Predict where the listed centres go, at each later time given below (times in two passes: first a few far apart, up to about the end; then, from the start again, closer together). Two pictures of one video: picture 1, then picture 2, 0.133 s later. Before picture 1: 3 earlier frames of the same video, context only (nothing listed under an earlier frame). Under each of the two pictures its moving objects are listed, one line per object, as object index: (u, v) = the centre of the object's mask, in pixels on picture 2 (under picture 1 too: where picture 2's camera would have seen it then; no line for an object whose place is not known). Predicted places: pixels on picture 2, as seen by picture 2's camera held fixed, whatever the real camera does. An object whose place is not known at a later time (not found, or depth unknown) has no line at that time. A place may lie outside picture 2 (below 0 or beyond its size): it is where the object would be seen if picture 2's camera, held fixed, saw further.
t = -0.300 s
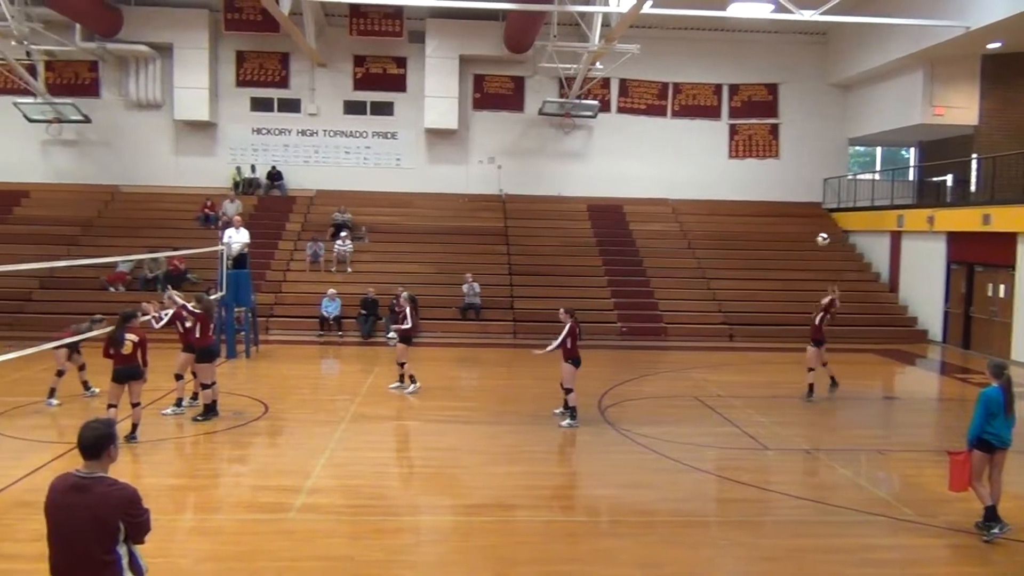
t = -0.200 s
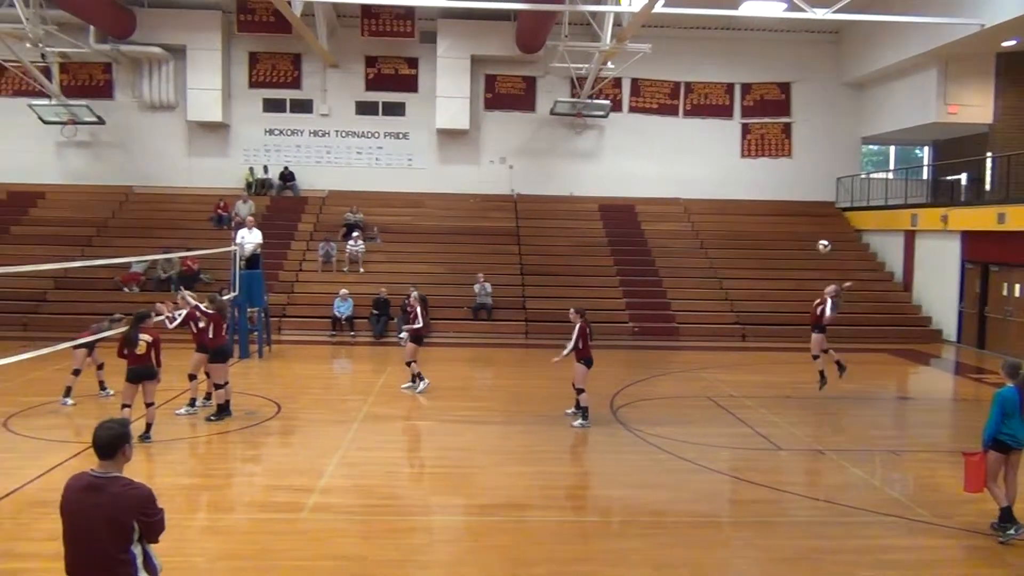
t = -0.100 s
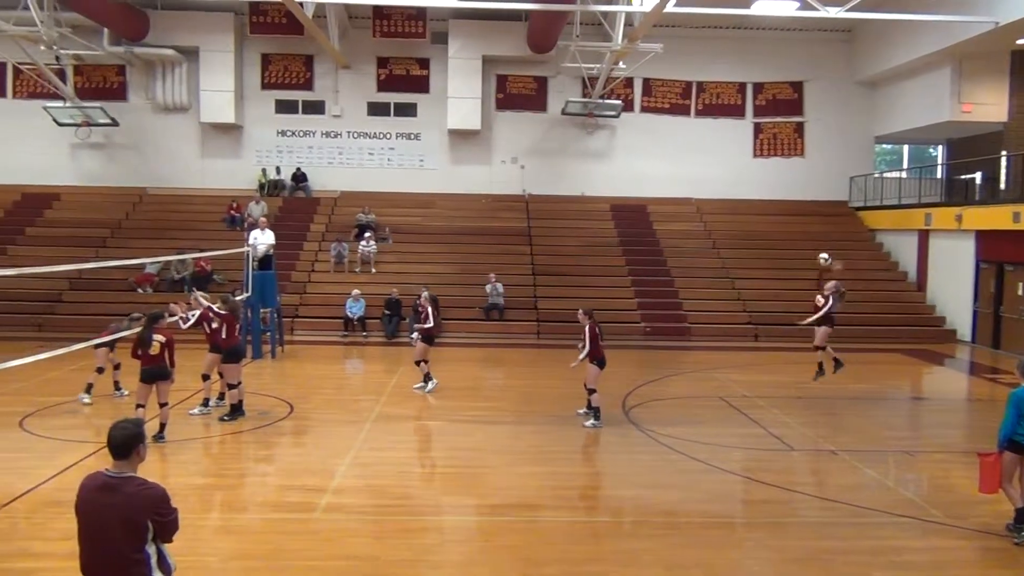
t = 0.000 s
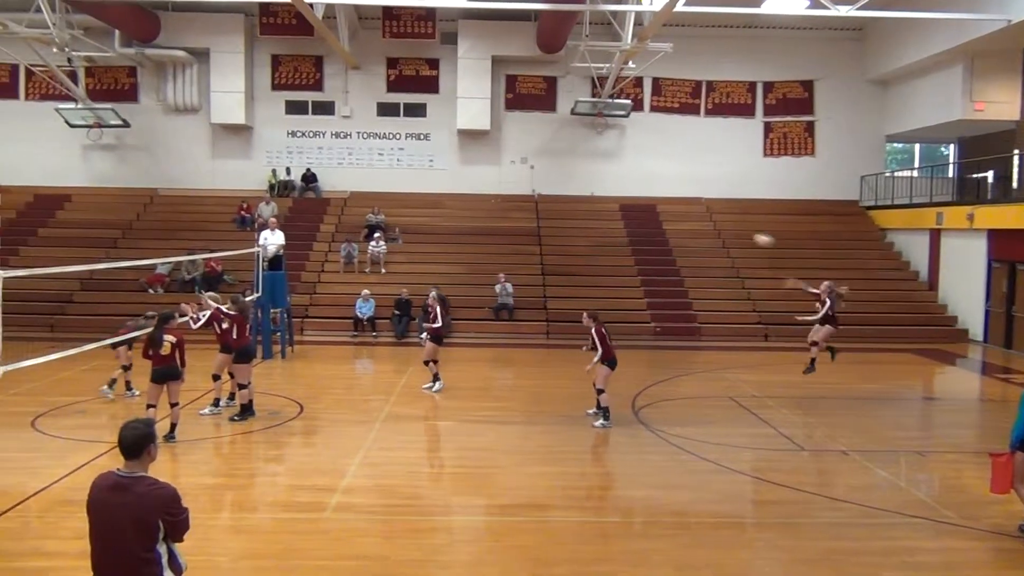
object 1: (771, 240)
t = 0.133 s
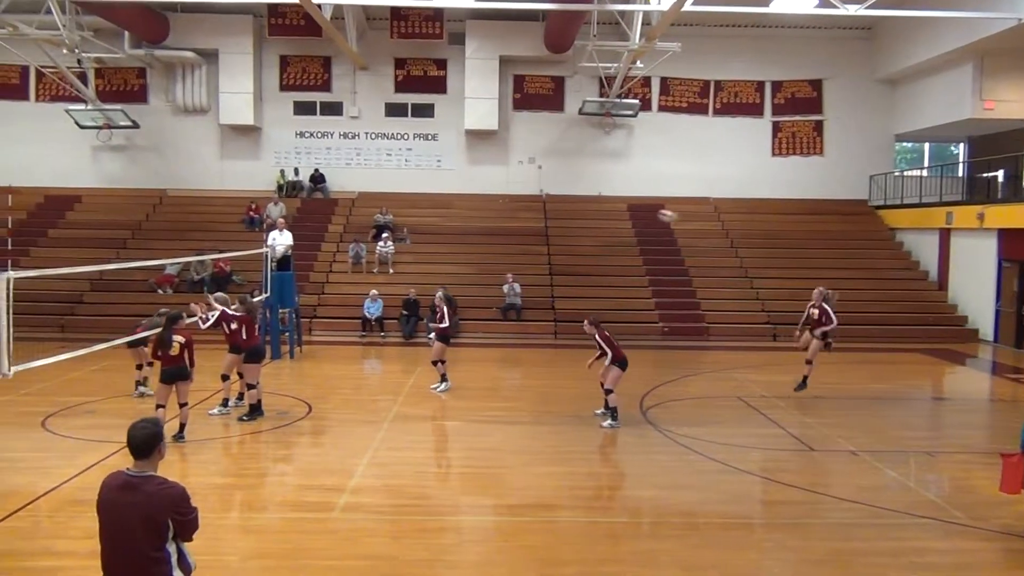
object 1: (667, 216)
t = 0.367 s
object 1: (489, 196)
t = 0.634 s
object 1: (279, 206)
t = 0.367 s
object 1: (489, 196)
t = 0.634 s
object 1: (279, 206)
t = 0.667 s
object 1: (252, 212)
